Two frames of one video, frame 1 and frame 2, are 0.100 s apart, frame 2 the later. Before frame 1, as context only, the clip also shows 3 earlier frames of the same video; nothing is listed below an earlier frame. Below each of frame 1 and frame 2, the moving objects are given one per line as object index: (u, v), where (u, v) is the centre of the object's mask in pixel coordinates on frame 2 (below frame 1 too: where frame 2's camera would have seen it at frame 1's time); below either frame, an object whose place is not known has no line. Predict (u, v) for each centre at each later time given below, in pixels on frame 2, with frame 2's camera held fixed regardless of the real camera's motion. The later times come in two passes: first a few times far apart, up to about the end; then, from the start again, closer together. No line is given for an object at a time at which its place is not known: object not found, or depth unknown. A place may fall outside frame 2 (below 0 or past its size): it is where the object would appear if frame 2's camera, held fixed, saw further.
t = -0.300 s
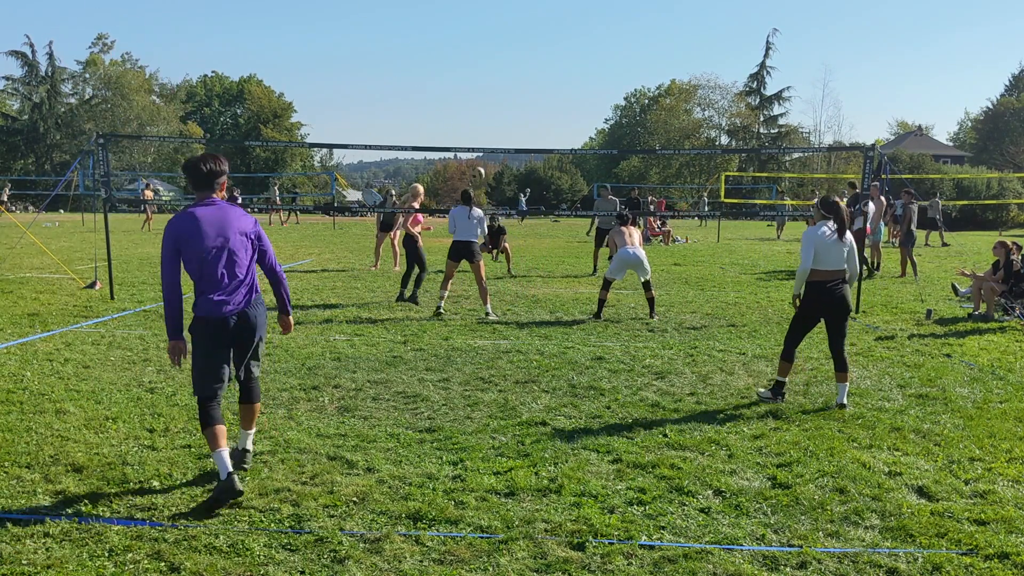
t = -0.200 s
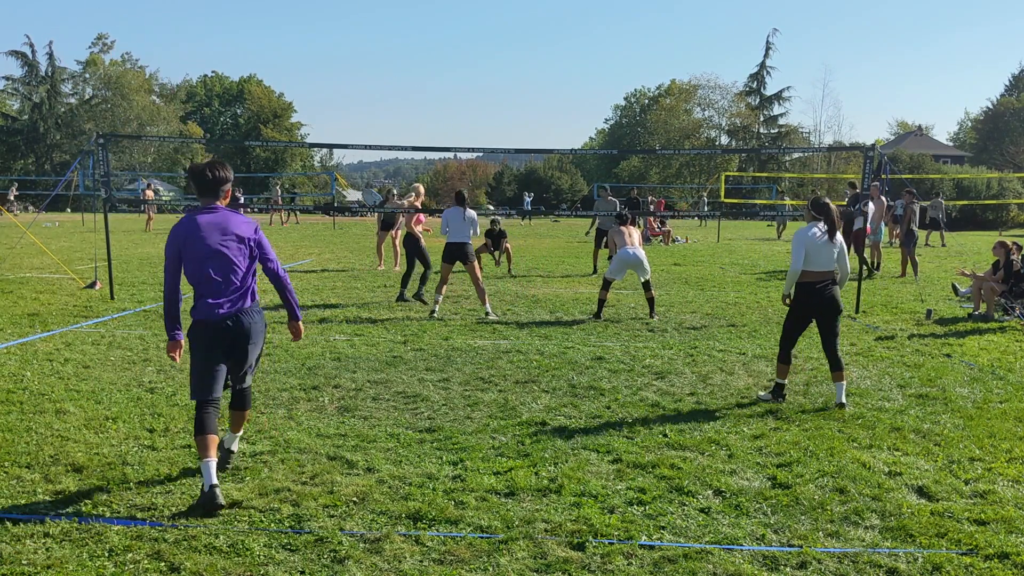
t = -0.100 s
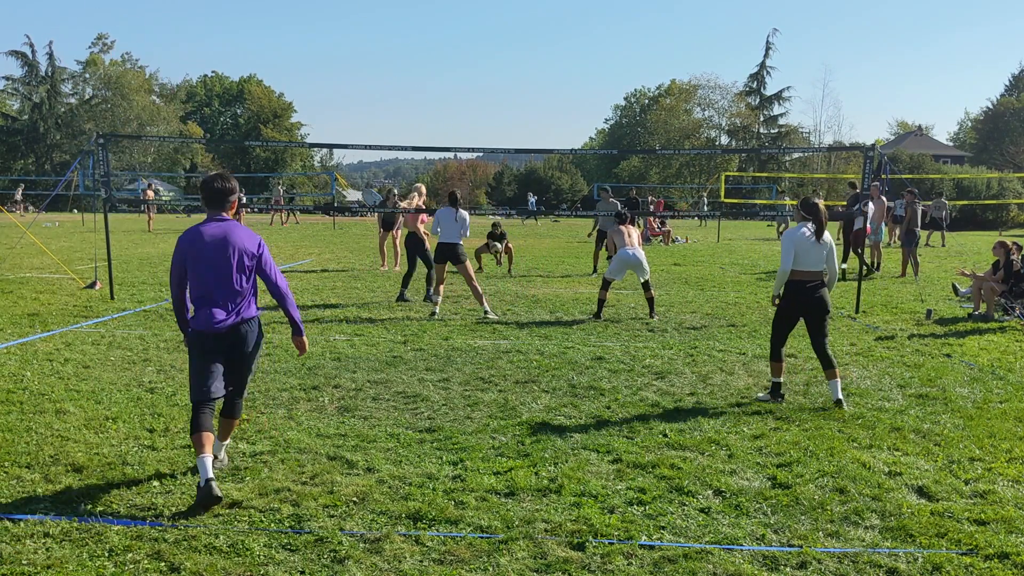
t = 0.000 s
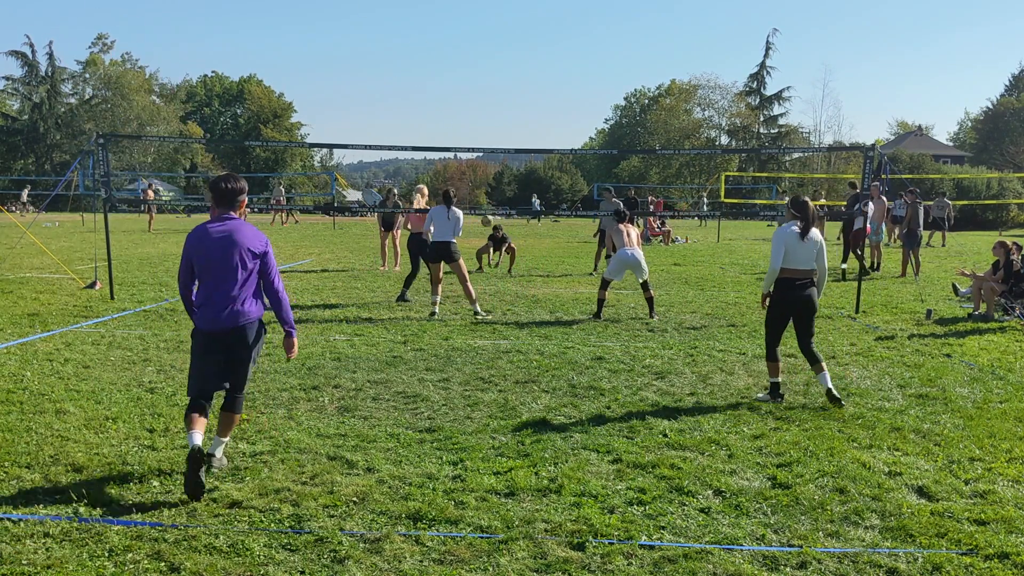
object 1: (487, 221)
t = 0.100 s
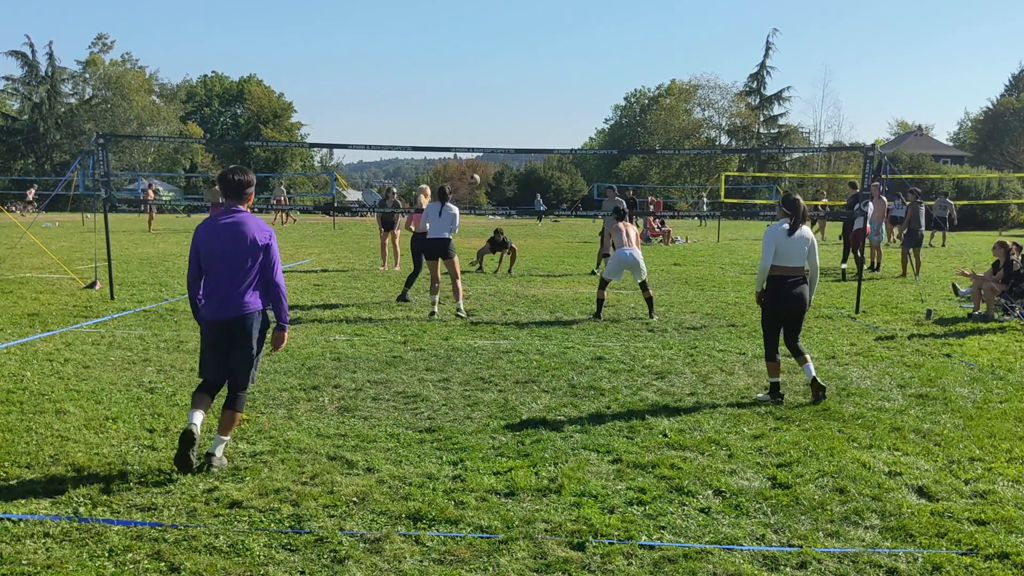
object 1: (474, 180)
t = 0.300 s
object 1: (443, 107)
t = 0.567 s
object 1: (395, 33)
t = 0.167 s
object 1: (463, 156)
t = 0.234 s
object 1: (453, 130)
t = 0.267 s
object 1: (448, 118)
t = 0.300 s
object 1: (443, 107)
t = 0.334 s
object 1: (437, 96)
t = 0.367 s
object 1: (432, 86)
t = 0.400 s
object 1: (426, 76)
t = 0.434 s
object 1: (420, 66)
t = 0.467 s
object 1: (414, 57)
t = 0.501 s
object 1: (408, 48)
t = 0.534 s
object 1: (401, 40)
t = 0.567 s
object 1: (395, 33)
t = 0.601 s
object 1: (388, 26)
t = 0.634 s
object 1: (381, 20)
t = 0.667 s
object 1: (374, 14)
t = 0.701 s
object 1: (366, 9)
